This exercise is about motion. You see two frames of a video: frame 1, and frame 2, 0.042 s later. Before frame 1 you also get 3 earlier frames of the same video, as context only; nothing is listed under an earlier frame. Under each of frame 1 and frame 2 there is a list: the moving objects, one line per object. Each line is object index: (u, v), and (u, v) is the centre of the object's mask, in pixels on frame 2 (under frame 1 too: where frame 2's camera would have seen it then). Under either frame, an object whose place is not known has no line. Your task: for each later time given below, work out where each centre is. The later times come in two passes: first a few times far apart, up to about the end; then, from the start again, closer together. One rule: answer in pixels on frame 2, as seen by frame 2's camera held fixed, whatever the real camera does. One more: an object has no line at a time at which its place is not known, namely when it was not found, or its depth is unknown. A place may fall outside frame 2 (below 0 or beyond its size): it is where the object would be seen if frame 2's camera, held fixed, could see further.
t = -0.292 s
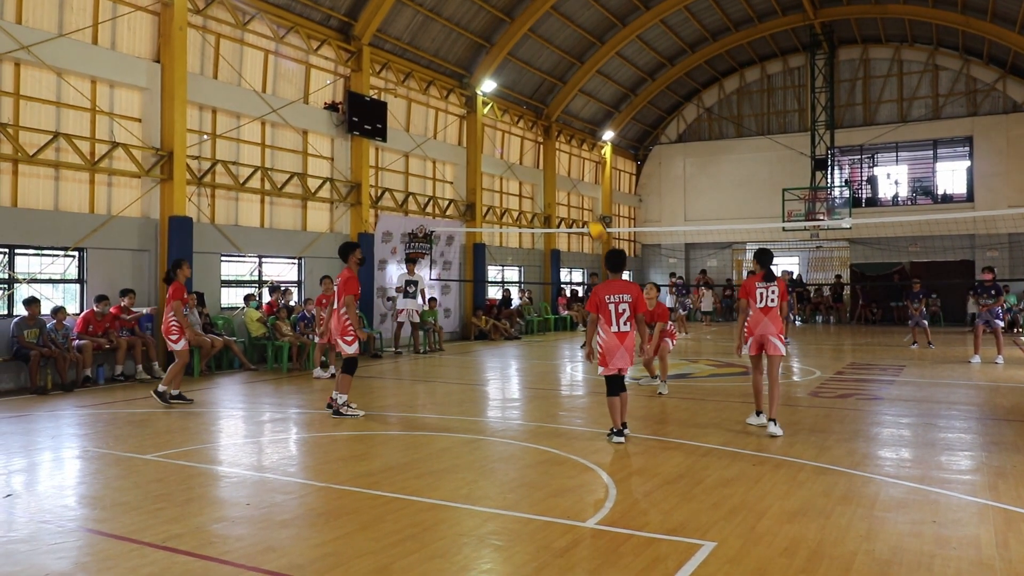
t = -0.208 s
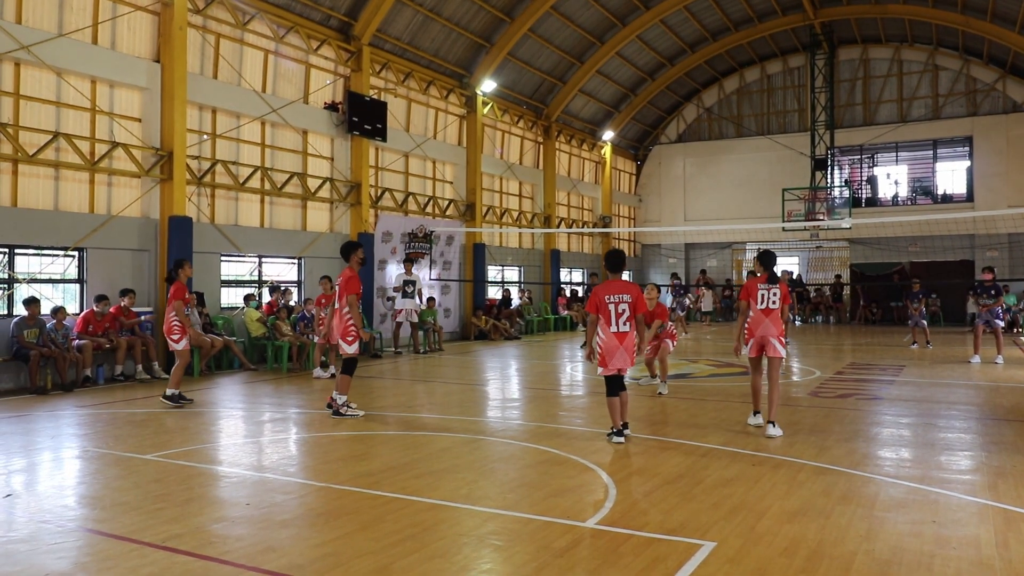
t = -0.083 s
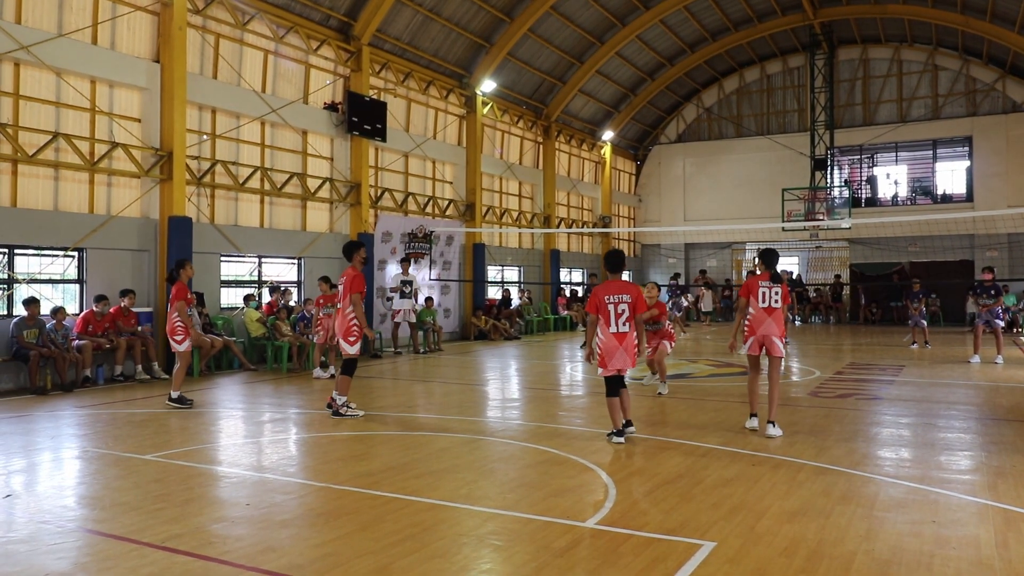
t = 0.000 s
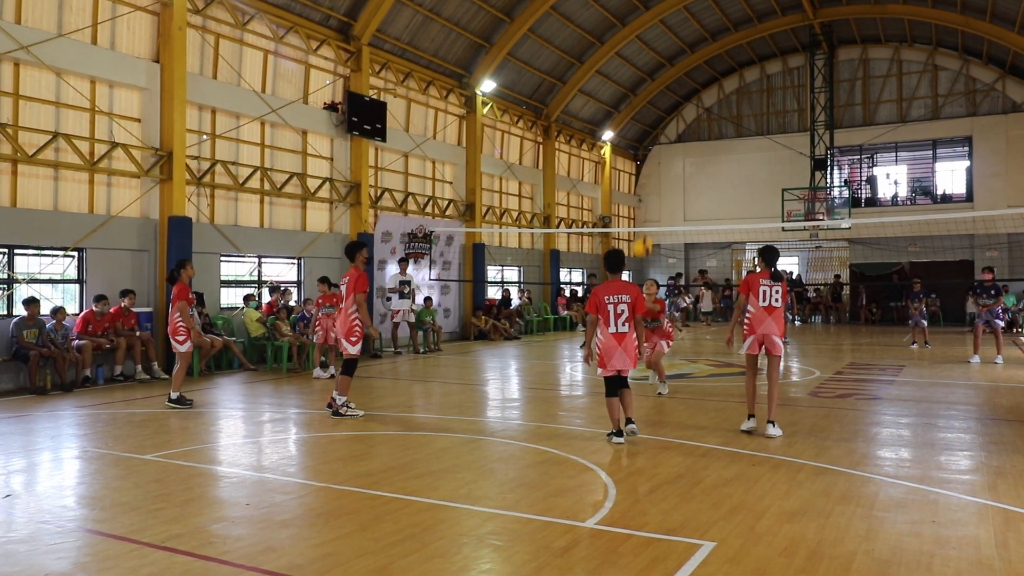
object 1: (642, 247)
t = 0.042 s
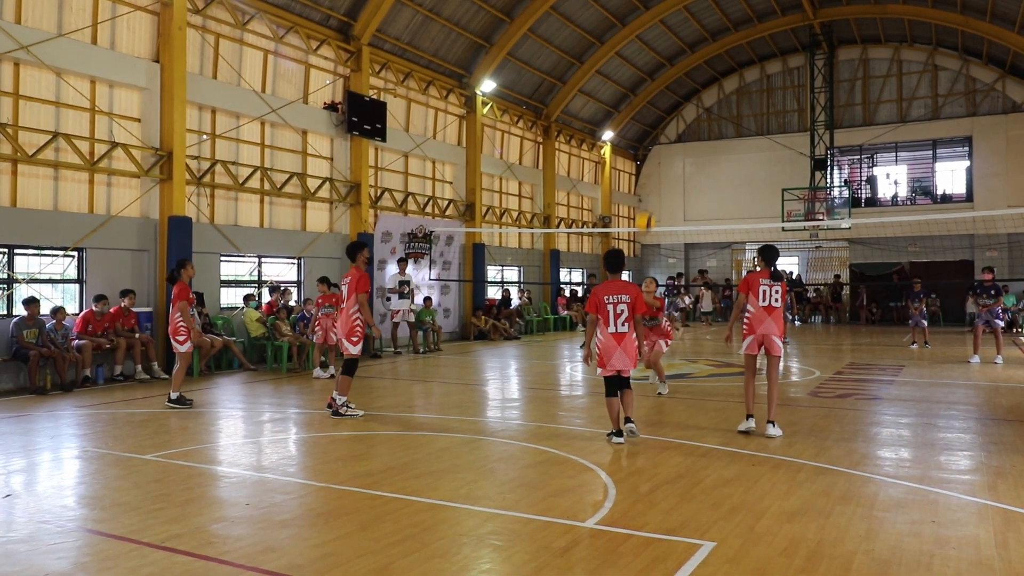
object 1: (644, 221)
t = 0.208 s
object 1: (658, 129)
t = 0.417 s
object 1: (675, 57)
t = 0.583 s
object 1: (691, 26)
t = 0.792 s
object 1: (712, 22)
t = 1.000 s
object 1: (734, 64)
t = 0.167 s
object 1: (655, 147)
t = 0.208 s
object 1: (658, 129)
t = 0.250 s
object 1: (661, 111)
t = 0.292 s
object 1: (665, 96)
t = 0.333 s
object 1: (668, 82)
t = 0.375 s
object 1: (672, 69)
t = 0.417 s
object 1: (675, 57)
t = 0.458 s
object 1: (679, 47)
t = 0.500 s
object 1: (683, 39)
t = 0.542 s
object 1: (687, 32)
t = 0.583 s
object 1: (691, 26)
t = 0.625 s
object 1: (696, 21)
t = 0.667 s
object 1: (700, 19)
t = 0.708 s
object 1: (704, 18)
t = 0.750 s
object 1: (708, 19)
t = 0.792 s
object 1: (712, 22)
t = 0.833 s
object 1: (716, 27)
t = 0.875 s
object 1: (720, 34)
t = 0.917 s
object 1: (725, 42)
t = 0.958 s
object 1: (729, 51)
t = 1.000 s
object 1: (734, 64)
